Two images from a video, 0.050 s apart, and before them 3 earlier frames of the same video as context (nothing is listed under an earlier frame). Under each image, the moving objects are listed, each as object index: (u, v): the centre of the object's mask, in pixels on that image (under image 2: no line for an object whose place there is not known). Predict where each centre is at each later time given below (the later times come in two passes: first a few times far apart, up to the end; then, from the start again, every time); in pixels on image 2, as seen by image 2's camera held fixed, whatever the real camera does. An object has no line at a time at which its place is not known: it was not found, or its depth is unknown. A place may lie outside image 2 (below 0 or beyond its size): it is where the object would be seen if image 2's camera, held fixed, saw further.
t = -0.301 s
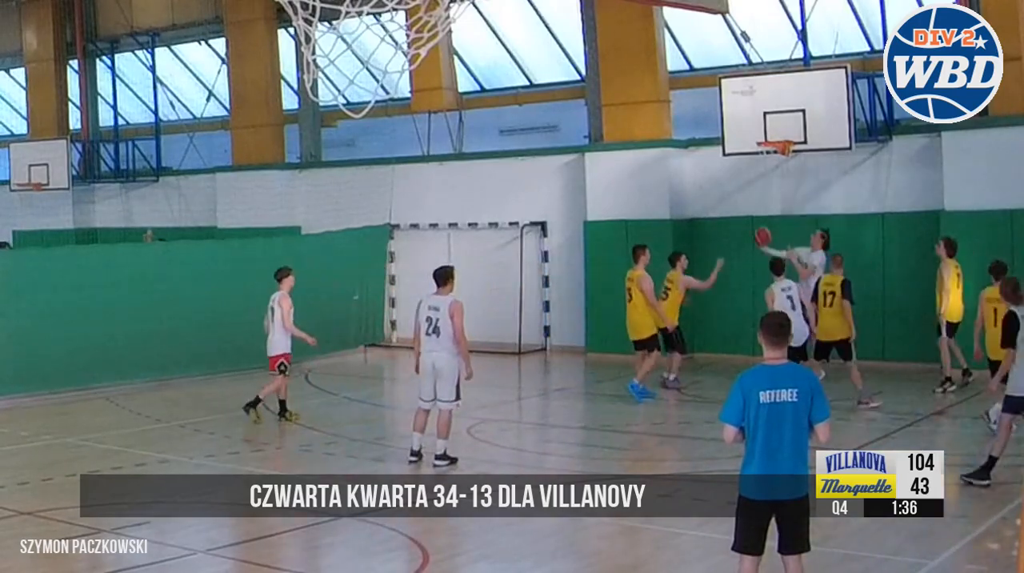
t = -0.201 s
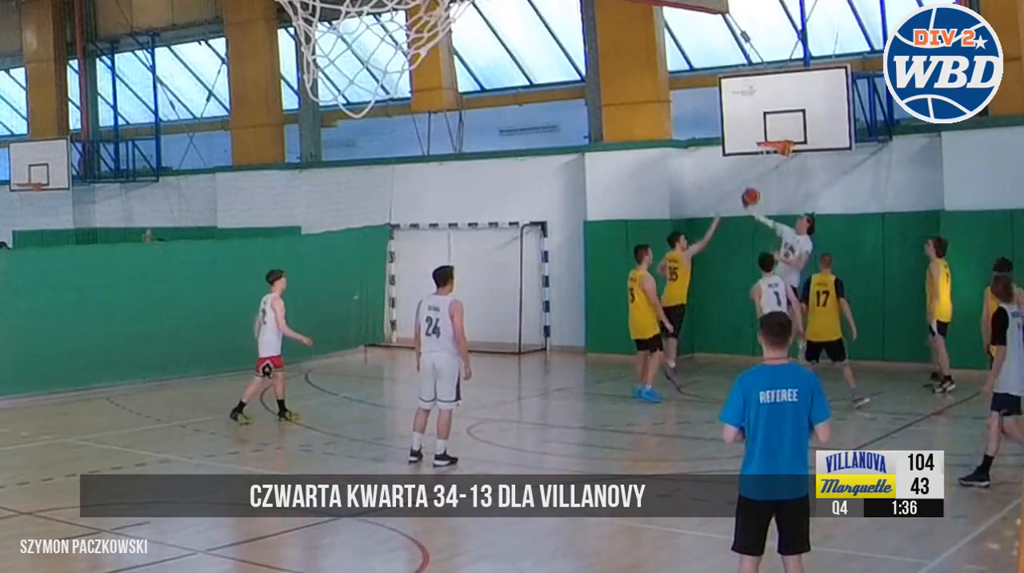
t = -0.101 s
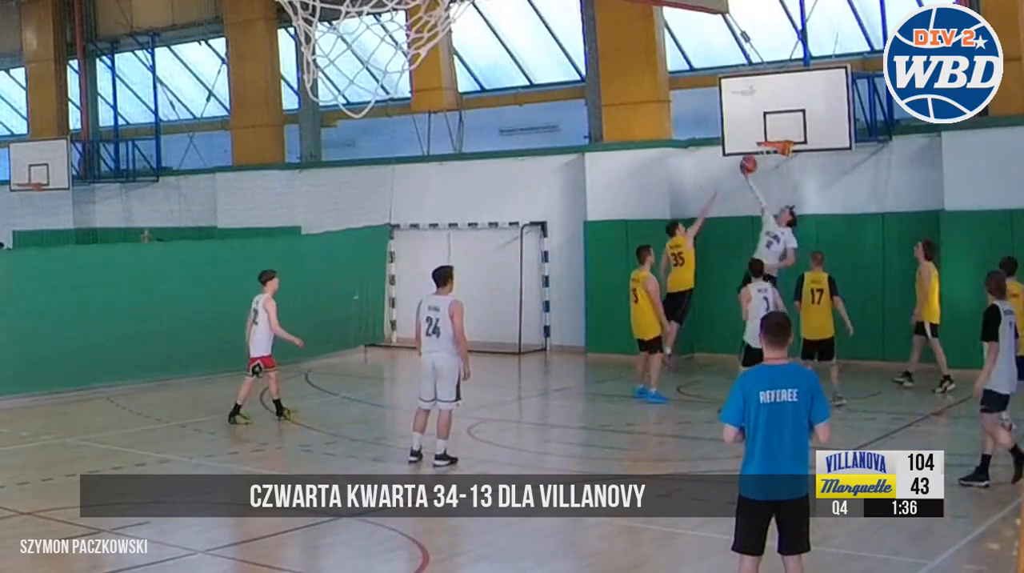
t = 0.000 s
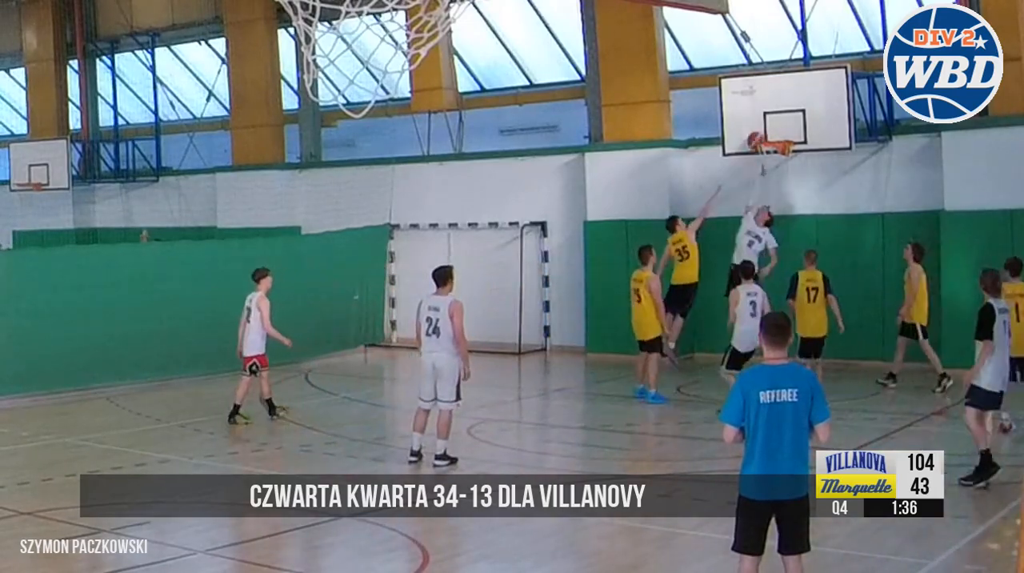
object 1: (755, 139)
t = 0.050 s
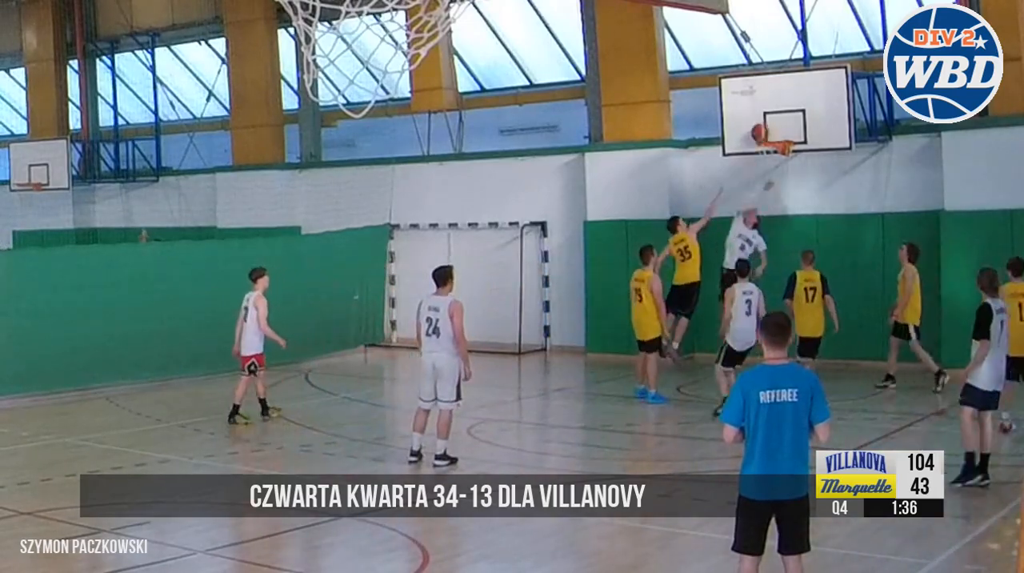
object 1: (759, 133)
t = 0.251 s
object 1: (771, 128)
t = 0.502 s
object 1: (787, 165)
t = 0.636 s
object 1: (791, 195)
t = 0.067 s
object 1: (760, 131)
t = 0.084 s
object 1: (762, 130)
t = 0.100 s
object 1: (763, 128)
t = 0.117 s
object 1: (763, 128)
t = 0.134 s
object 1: (764, 127)
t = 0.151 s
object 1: (765, 127)
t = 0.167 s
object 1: (766, 126)
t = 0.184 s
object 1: (767, 126)
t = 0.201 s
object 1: (768, 126)
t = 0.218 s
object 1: (769, 127)
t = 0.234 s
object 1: (770, 128)
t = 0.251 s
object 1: (771, 128)
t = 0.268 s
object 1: (773, 129)
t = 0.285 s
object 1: (774, 130)
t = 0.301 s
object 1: (774, 132)
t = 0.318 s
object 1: (775, 134)
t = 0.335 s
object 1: (776, 134)
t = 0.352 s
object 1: (777, 135)
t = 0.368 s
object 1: (778, 137)
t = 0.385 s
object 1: (779, 138)
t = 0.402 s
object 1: (781, 139)
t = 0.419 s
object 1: (781, 154)
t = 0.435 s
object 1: (781, 156)
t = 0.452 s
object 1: (783, 159)
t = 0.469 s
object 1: (785, 161)
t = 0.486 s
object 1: (786, 164)
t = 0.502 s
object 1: (787, 165)
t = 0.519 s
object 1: (788, 168)
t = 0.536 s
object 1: (788, 171)
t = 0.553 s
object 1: (789, 174)
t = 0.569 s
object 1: (789, 178)
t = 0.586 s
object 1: (790, 182)
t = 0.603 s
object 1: (790, 186)
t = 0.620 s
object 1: (791, 190)
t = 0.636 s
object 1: (791, 195)
